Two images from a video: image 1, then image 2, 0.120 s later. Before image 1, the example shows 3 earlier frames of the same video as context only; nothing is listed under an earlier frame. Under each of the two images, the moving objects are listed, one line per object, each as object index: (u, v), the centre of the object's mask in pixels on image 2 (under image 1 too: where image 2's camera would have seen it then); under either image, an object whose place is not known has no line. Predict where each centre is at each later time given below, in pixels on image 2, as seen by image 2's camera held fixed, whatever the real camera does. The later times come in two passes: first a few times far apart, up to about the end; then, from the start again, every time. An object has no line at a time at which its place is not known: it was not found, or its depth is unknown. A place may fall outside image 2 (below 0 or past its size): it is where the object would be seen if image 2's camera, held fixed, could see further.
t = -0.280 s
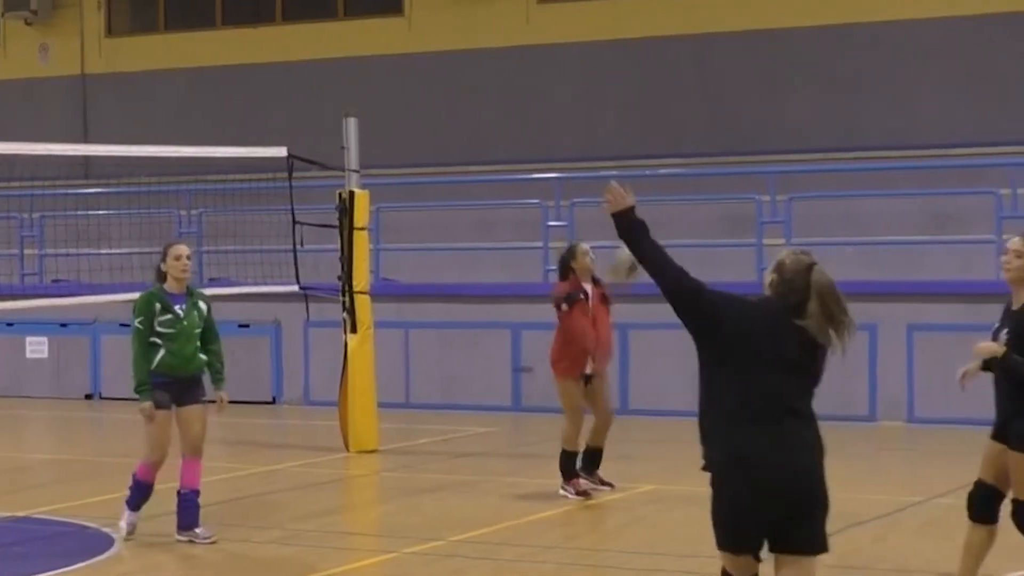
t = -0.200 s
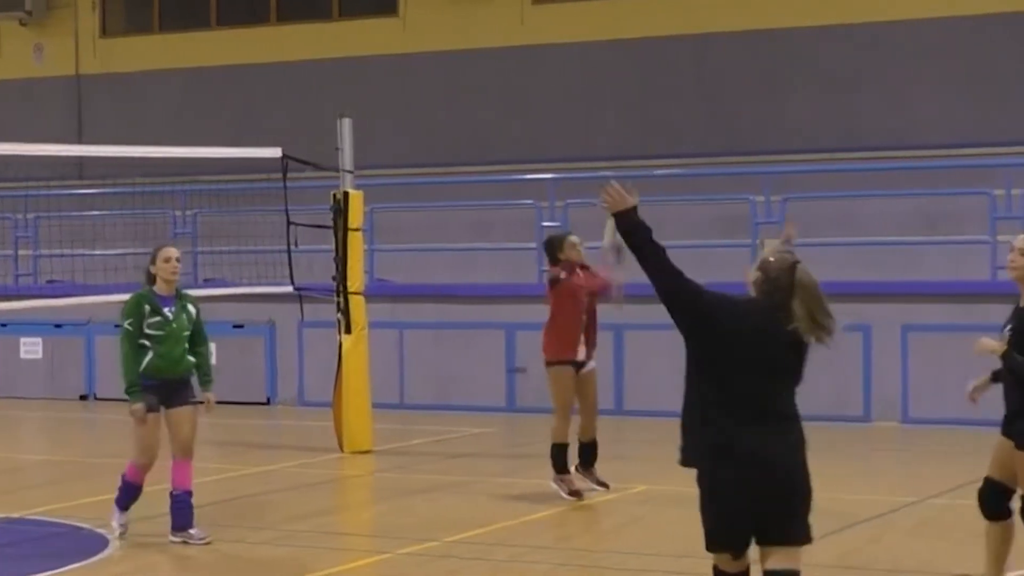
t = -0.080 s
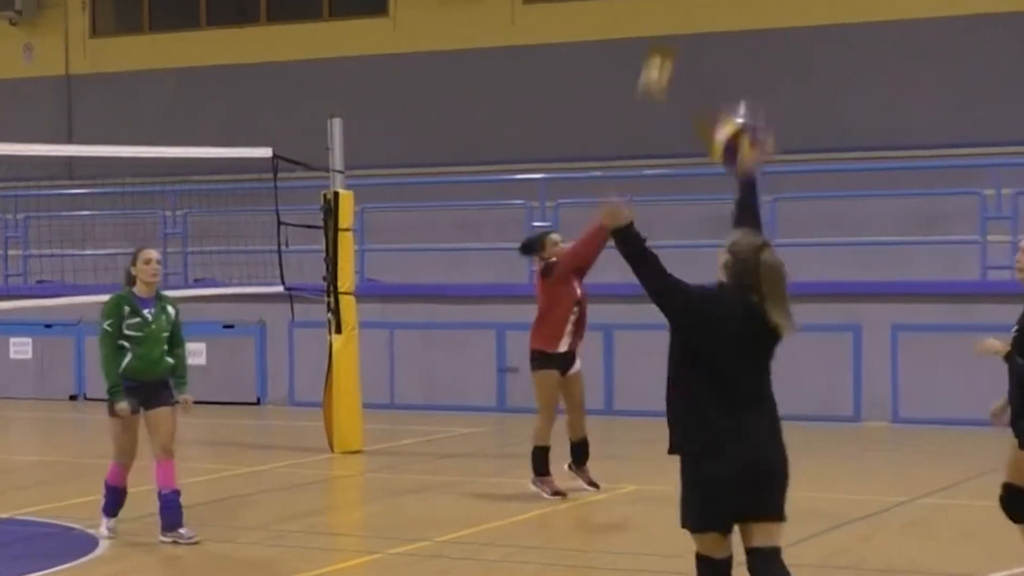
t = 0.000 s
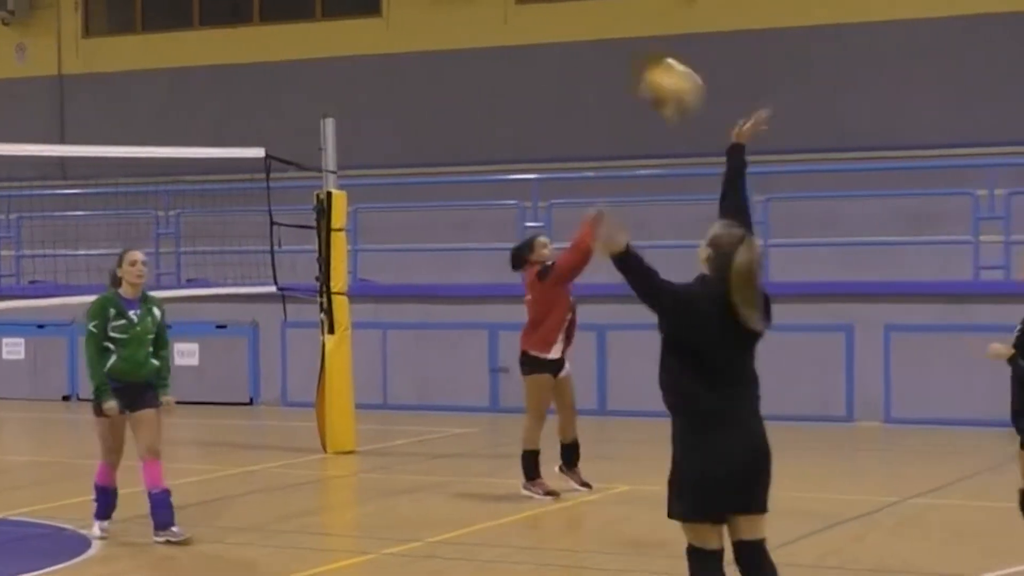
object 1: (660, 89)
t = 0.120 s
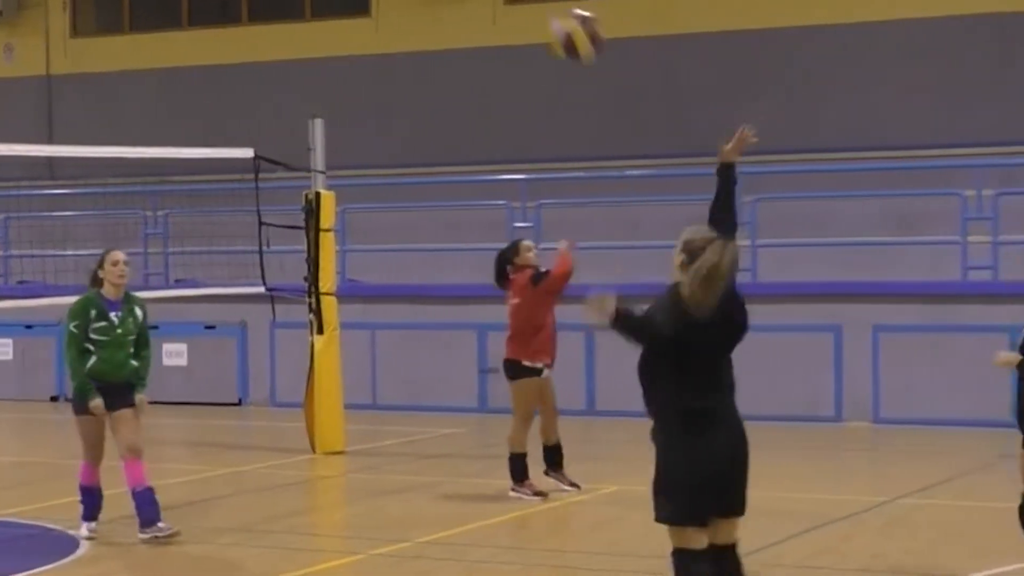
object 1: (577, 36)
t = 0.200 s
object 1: (525, 22)
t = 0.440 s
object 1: (404, 67)
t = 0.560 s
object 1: (357, 128)
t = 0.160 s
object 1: (549, 26)
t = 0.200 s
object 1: (525, 22)
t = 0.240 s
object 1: (504, 22)
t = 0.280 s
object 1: (483, 23)
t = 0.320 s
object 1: (462, 31)
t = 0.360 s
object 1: (441, 41)
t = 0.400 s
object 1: (423, 53)
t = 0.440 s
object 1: (404, 67)
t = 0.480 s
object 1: (389, 85)
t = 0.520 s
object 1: (371, 109)
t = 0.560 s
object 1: (357, 128)
